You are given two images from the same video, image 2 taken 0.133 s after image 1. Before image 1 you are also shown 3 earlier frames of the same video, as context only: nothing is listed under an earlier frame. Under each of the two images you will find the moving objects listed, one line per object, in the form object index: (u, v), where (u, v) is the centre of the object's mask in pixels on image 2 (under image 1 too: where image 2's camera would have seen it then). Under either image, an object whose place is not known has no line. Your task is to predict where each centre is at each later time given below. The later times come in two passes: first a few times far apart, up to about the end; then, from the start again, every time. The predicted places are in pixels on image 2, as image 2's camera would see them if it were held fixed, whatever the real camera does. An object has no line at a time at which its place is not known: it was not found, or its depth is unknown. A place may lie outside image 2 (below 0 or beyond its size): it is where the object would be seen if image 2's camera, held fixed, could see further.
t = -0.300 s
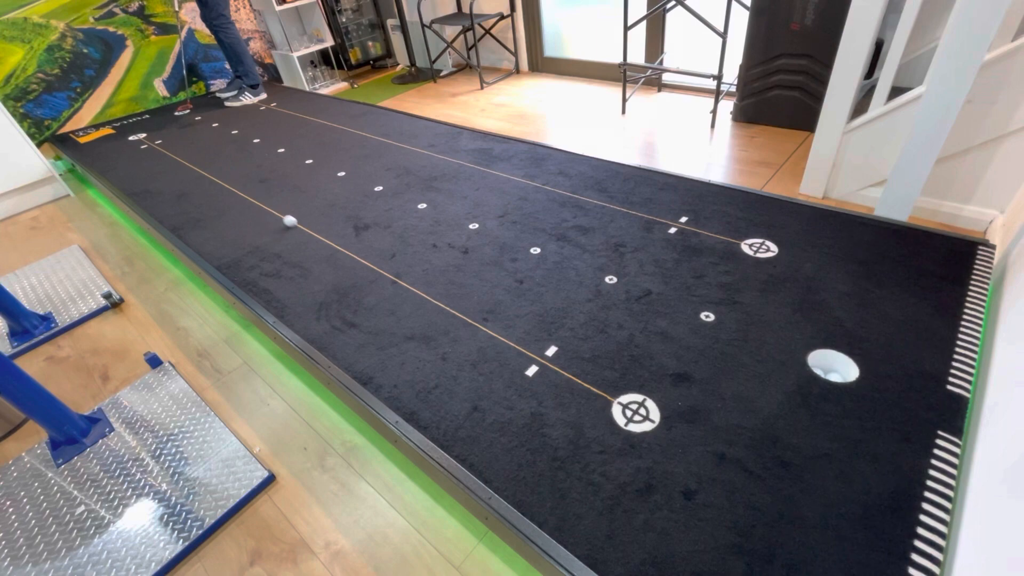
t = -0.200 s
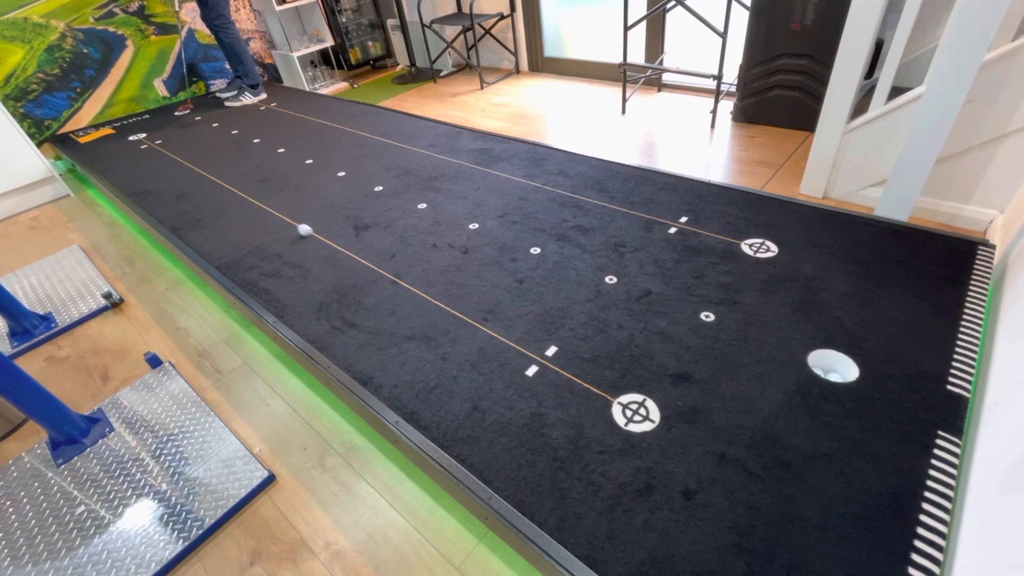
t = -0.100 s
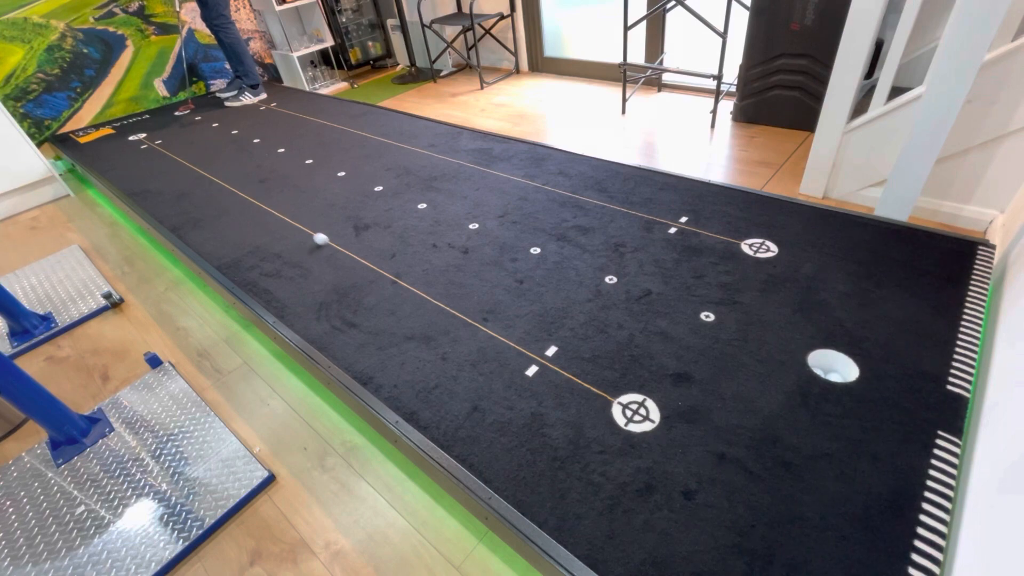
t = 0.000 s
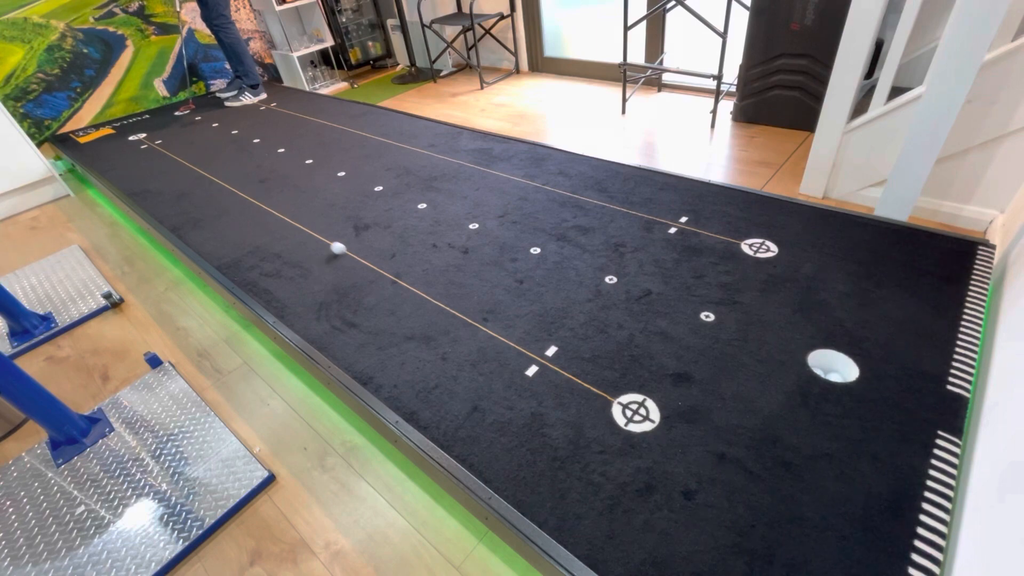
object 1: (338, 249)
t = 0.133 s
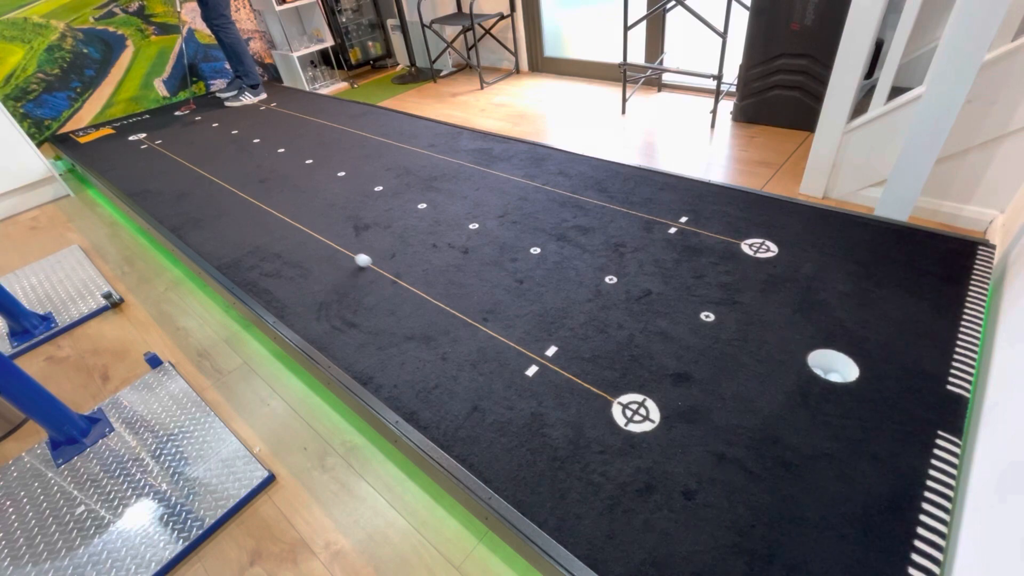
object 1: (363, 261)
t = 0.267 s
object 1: (390, 273)
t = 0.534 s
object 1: (451, 297)
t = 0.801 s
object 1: (519, 319)
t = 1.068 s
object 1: (591, 339)
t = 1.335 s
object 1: (664, 354)
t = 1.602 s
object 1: (734, 364)
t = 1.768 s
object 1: (774, 369)
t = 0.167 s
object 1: (369, 264)
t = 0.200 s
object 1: (376, 267)
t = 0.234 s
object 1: (383, 270)
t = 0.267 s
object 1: (390, 273)
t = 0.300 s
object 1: (397, 276)
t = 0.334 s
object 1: (404, 279)
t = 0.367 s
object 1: (412, 282)
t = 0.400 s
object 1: (419, 285)
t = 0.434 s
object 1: (427, 288)
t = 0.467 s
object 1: (435, 291)
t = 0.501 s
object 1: (443, 294)
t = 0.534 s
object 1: (451, 297)
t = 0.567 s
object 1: (459, 300)
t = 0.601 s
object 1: (467, 303)
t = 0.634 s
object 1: (476, 305)
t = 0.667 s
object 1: (484, 308)
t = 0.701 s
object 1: (493, 311)
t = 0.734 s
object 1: (501, 314)
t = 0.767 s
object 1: (510, 317)
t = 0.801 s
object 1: (519, 319)
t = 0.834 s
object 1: (528, 322)
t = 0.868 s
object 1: (537, 324)
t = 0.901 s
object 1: (546, 327)
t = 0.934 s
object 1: (555, 329)
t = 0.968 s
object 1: (564, 332)
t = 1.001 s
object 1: (573, 334)
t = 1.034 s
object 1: (582, 337)
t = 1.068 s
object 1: (591, 339)
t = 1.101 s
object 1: (600, 341)
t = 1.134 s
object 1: (610, 343)
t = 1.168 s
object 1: (619, 345)
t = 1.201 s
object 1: (628, 347)
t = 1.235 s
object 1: (637, 349)
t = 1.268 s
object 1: (646, 351)
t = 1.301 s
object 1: (655, 352)
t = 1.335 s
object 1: (664, 354)
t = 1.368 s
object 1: (673, 355)
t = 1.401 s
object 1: (682, 357)
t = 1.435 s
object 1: (691, 359)
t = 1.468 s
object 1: (699, 360)
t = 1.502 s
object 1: (708, 361)
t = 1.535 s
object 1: (717, 362)
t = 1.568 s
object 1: (725, 364)
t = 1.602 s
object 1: (734, 364)
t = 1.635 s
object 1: (742, 366)
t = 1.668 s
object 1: (750, 366)
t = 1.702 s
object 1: (758, 367)
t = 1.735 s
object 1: (766, 368)
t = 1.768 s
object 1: (774, 369)
